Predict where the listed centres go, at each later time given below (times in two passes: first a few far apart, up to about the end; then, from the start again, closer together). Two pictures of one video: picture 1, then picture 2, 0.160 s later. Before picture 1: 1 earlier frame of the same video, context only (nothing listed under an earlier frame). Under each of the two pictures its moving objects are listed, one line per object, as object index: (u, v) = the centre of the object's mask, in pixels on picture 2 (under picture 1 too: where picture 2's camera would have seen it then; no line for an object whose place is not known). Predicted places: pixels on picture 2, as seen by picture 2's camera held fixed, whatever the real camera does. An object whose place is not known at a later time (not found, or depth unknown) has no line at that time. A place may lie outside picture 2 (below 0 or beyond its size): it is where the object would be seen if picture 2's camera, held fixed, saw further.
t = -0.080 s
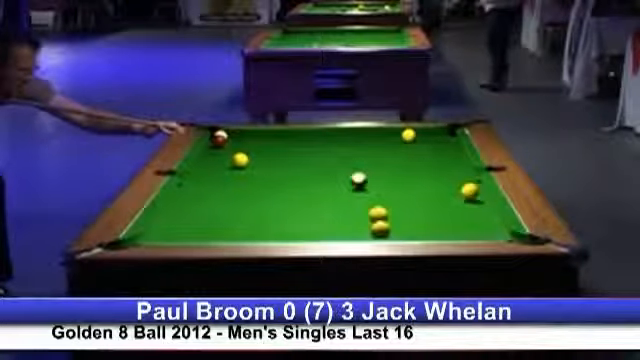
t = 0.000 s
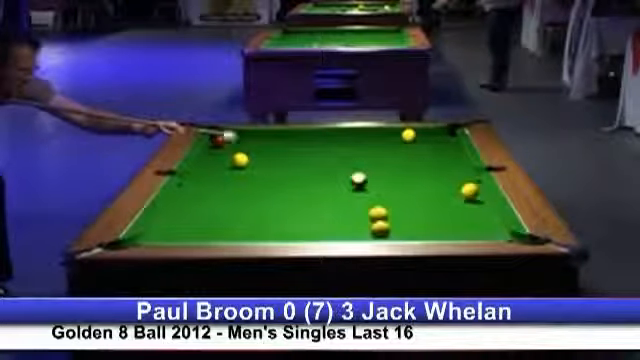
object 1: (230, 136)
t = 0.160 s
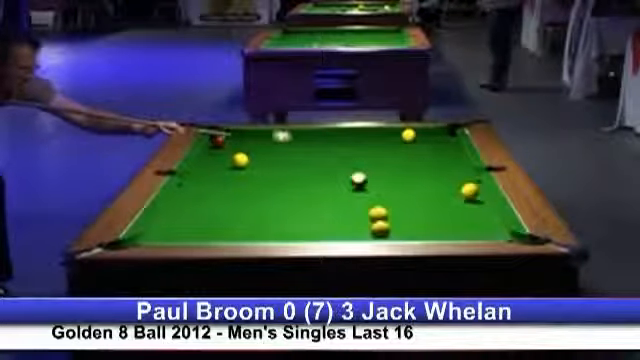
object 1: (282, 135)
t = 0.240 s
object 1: (308, 135)
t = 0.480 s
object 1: (387, 137)
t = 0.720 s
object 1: (432, 141)
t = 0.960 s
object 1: (445, 146)
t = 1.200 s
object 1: (425, 150)
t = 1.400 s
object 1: (410, 152)
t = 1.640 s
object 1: (390, 156)
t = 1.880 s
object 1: (371, 161)
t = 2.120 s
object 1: (353, 164)
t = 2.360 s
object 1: (336, 169)
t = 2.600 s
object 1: (319, 172)
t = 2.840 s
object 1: (303, 176)
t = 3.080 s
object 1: (287, 179)
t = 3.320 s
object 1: (273, 182)
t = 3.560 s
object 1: (259, 184)
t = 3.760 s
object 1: (250, 186)
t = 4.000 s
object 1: (235, 190)
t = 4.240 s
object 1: (226, 192)
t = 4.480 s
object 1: (217, 194)
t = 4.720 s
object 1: (208, 196)
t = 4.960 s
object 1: (200, 197)
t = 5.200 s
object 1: (193, 199)
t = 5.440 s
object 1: (188, 200)
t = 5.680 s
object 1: (185, 200)
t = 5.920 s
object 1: (183, 200)
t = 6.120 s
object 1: (183, 200)
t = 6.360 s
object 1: (183, 200)
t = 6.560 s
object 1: (183, 200)
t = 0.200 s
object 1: (295, 135)
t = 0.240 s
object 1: (308, 135)
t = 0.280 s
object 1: (321, 135)
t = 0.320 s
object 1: (336, 135)
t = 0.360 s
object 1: (348, 135)
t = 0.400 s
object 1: (361, 136)
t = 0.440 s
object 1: (374, 137)
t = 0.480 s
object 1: (387, 137)
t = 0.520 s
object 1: (399, 137)
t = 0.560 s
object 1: (404, 138)
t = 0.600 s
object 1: (409, 139)
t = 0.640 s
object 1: (416, 139)
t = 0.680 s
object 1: (423, 141)
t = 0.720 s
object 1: (432, 141)
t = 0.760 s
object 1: (439, 142)
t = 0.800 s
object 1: (446, 144)
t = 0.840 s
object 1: (453, 144)
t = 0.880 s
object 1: (451, 144)
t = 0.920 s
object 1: (449, 145)
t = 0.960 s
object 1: (445, 146)
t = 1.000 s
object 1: (442, 147)
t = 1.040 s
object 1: (438, 147)
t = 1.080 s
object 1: (435, 148)
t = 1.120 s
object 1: (432, 149)
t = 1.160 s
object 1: (429, 149)
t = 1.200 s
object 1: (425, 150)
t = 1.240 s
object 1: (422, 150)
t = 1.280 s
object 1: (419, 151)
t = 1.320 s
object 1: (415, 152)
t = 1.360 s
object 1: (413, 152)
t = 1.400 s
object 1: (410, 152)
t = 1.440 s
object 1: (406, 153)
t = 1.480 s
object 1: (403, 154)
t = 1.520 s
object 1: (399, 154)
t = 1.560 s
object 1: (396, 155)
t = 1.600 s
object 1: (393, 156)
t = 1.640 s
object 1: (390, 156)
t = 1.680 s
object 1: (387, 157)
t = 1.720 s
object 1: (384, 159)
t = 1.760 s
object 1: (381, 159)
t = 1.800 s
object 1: (377, 160)
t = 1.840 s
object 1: (375, 160)
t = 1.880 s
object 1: (371, 161)
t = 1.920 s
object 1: (369, 161)
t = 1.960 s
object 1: (366, 161)
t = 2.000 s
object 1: (363, 163)
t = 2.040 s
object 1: (360, 162)
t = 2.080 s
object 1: (356, 164)
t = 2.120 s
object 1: (353, 164)
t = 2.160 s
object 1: (350, 166)
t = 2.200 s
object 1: (348, 166)
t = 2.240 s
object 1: (344, 167)
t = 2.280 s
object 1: (341, 168)
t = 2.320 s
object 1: (339, 168)
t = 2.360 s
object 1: (336, 169)
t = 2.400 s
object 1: (333, 170)
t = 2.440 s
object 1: (330, 170)
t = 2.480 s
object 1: (327, 171)
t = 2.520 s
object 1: (325, 171)
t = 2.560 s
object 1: (322, 172)
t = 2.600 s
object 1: (319, 172)
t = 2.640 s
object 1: (317, 173)
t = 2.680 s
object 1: (314, 173)
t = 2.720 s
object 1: (311, 174)
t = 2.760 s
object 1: (308, 175)
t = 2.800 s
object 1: (305, 175)
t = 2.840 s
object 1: (303, 176)
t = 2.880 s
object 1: (300, 176)
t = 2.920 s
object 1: (297, 177)
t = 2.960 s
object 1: (295, 177)
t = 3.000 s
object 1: (292, 178)
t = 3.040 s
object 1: (289, 179)
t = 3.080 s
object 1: (287, 179)
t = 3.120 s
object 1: (284, 179)
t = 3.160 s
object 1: (282, 180)
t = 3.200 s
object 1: (280, 180)
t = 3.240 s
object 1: (277, 181)
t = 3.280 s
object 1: (275, 182)
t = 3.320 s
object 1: (273, 182)
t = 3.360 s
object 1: (270, 182)
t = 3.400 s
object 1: (267, 183)
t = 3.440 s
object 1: (266, 183)
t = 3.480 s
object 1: (264, 183)
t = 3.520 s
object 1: (262, 184)
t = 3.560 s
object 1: (259, 184)
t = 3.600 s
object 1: (257, 185)
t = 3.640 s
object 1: (255, 185)
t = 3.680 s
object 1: (254, 185)
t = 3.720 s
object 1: (251, 186)
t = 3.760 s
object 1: (250, 186)
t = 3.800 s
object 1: (247, 187)
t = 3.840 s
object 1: (245, 187)
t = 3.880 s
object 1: (243, 187)
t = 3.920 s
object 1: (242, 187)
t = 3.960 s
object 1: (239, 189)
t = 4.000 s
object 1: (235, 190)
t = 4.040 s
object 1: (235, 190)
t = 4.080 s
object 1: (233, 191)
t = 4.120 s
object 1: (231, 191)
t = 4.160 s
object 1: (230, 191)
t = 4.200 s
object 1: (228, 192)
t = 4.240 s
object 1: (226, 192)
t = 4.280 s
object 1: (224, 192)
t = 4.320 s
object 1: (224, 192)
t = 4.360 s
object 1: (221, 193)
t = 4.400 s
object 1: (220, 193)
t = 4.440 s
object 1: (218, 194)
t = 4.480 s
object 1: (217, 194)
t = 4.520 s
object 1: (215, 194)
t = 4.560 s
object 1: (213, 195)
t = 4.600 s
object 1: (212, 195)
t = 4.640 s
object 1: (211, 195)
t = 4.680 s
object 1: (209, 196)
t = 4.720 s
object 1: (208, 196)
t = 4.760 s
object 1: (207, 196)
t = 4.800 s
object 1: (205, 196)
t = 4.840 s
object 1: (204, 197)
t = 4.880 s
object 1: (203, 197)
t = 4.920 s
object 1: (201, 197)
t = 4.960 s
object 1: (200, 197)
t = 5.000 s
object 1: (200, 198)
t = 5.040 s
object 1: (199, 198)
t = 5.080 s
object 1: (198, 198)
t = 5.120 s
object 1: (197, 198)
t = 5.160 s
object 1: (193, 199)
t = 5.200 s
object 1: (193, 199)
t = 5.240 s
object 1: (192, 199)
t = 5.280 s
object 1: (191, 199)
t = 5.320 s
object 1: (191, 199)
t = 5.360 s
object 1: (191, 199)
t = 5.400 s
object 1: (189, 199)
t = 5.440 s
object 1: (188, 200)
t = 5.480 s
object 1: (188, 200)
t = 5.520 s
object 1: (188, 200)
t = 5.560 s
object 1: (187, 200)
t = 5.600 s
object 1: (187, 200)
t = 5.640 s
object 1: (185, 200)
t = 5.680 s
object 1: (185, 200)
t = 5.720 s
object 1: (185, 200)
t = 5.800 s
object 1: (184, 200)
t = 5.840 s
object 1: (183, 200)
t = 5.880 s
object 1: (183, 200)
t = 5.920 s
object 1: (183, 200)
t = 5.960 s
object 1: (183, 200)
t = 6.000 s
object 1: (183, 200)
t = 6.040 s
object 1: (183, 200)
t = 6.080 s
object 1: (183, 200)
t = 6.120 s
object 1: (183, 200)
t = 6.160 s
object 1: (183, 200)
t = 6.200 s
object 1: (183, 201)
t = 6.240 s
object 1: (183, 200)
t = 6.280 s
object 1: (183, 200)
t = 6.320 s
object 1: (183, 200)
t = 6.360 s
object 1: (183, 200)
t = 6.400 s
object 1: (183, 200)
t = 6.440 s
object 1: (183, 200)
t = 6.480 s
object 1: (183, 200)
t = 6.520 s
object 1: (183, 200)
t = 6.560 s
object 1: (183, 200)
